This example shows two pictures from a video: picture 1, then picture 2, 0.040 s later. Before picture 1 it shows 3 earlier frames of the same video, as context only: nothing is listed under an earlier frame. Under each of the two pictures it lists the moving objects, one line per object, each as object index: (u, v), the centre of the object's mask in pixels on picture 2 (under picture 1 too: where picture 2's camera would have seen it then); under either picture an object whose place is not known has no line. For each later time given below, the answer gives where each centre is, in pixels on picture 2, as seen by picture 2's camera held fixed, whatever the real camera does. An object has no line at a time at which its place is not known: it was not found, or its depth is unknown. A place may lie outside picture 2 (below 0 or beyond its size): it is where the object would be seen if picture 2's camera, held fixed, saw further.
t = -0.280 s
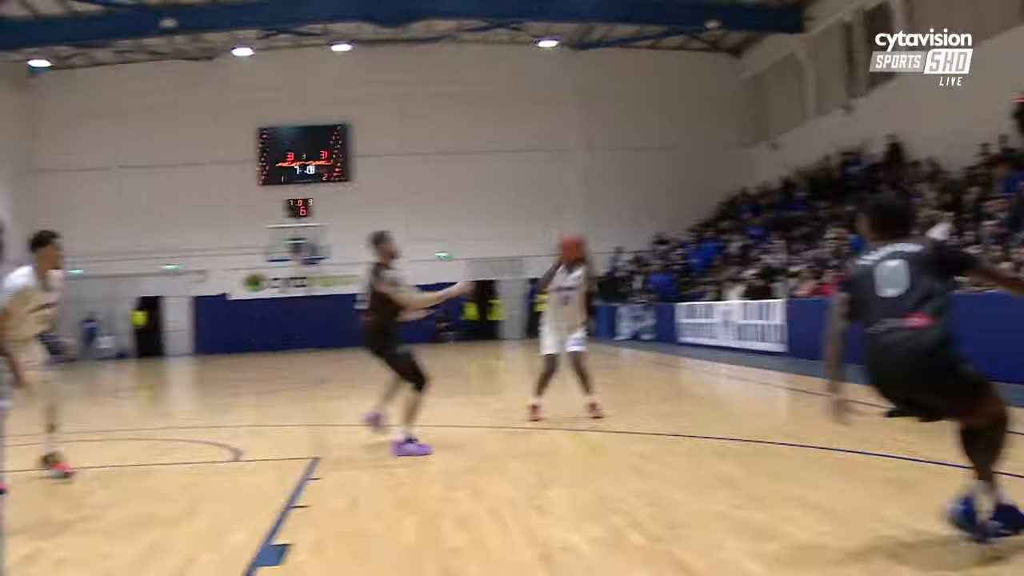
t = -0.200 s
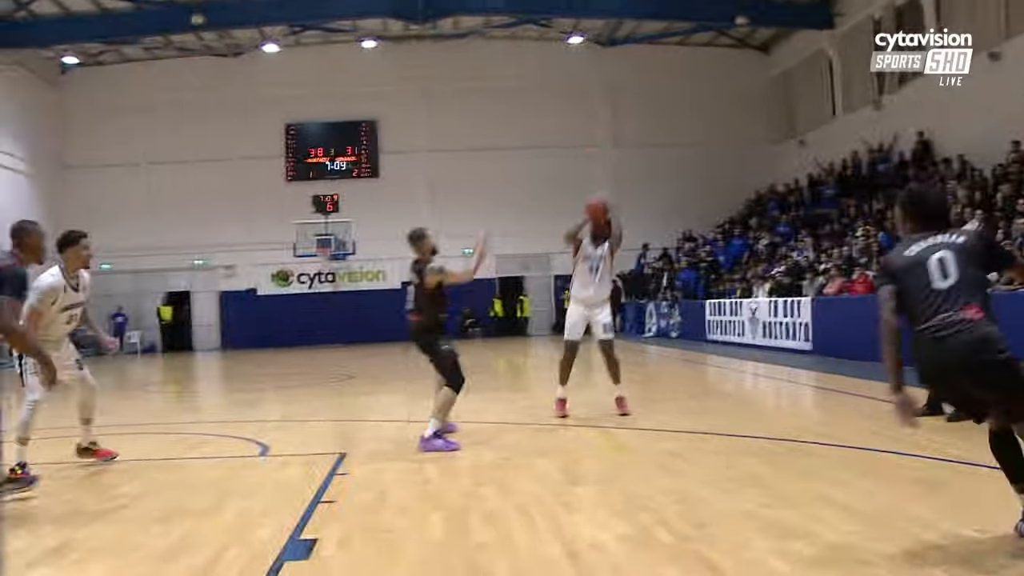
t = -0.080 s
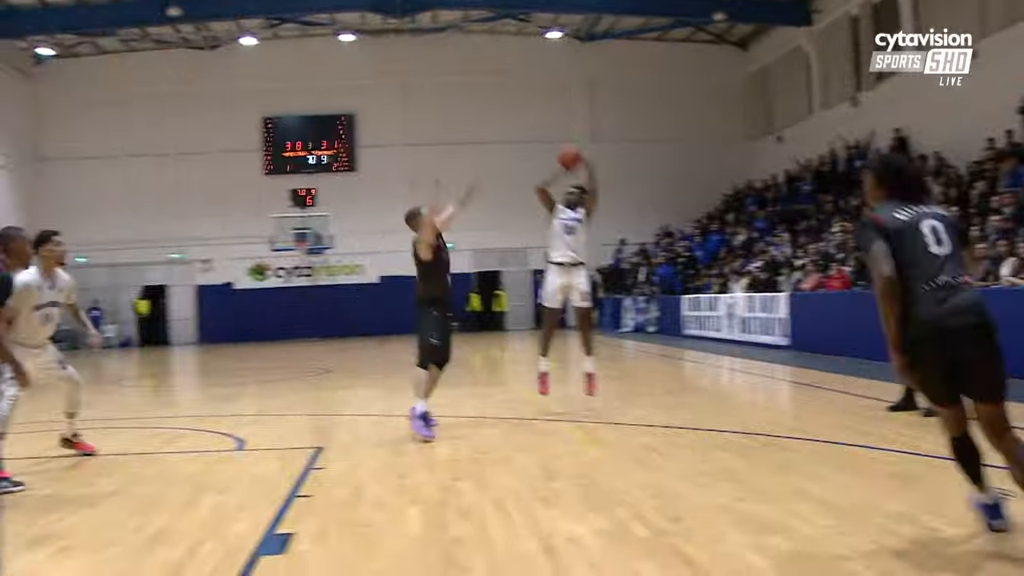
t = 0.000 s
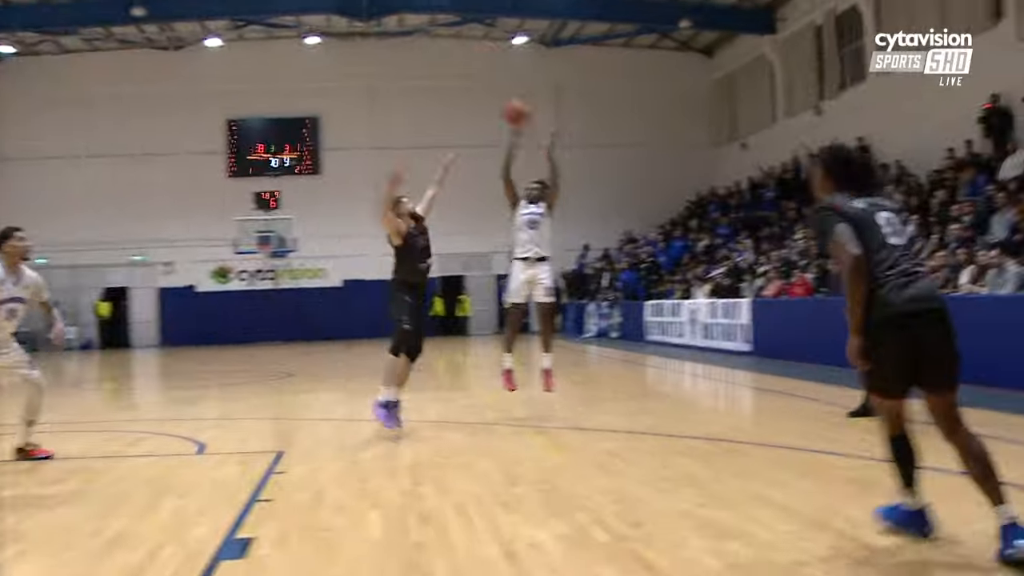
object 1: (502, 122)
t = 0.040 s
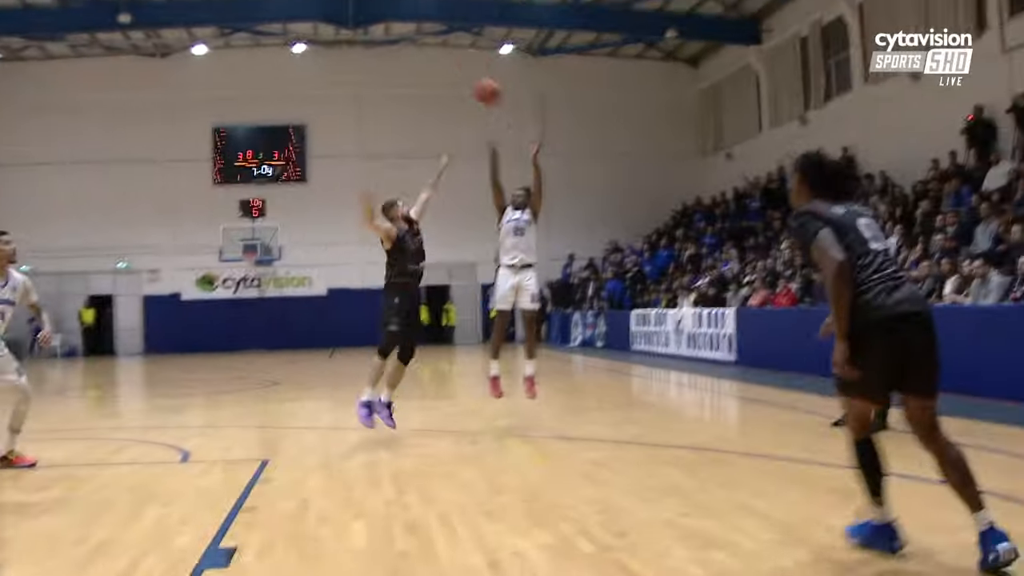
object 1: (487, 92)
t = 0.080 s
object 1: (473, 63)
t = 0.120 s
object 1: (458, 35)
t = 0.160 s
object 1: (442, 8)
